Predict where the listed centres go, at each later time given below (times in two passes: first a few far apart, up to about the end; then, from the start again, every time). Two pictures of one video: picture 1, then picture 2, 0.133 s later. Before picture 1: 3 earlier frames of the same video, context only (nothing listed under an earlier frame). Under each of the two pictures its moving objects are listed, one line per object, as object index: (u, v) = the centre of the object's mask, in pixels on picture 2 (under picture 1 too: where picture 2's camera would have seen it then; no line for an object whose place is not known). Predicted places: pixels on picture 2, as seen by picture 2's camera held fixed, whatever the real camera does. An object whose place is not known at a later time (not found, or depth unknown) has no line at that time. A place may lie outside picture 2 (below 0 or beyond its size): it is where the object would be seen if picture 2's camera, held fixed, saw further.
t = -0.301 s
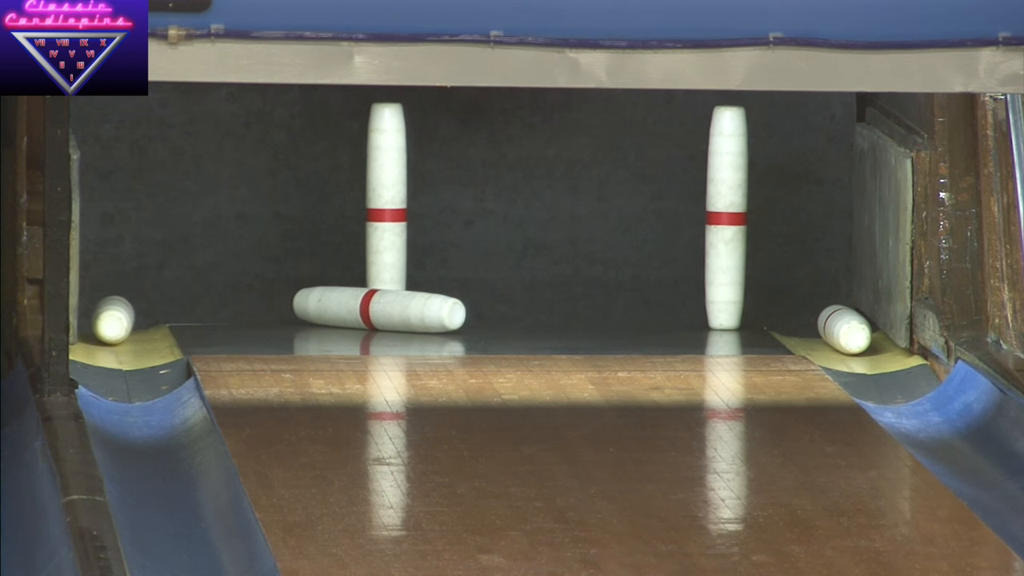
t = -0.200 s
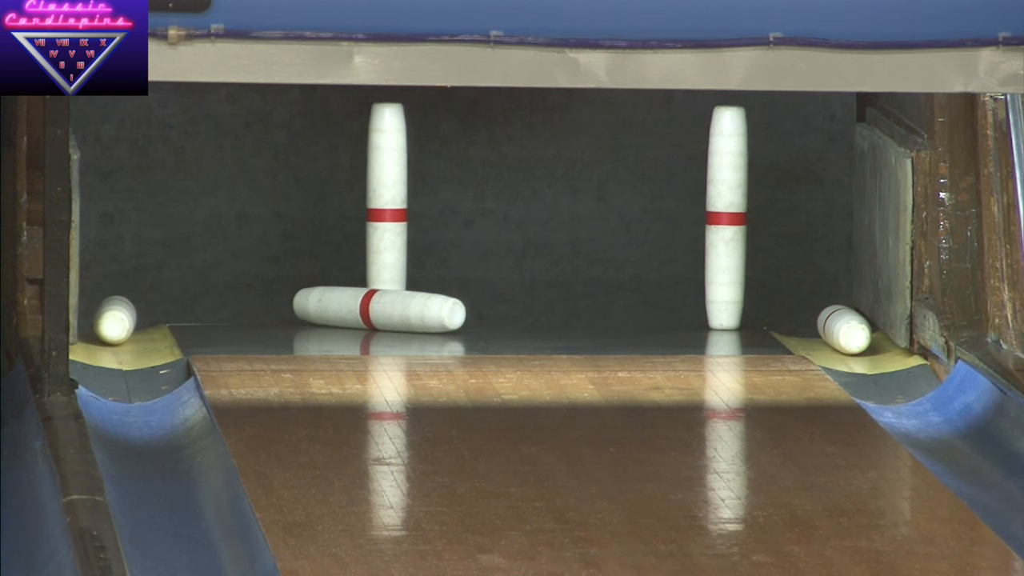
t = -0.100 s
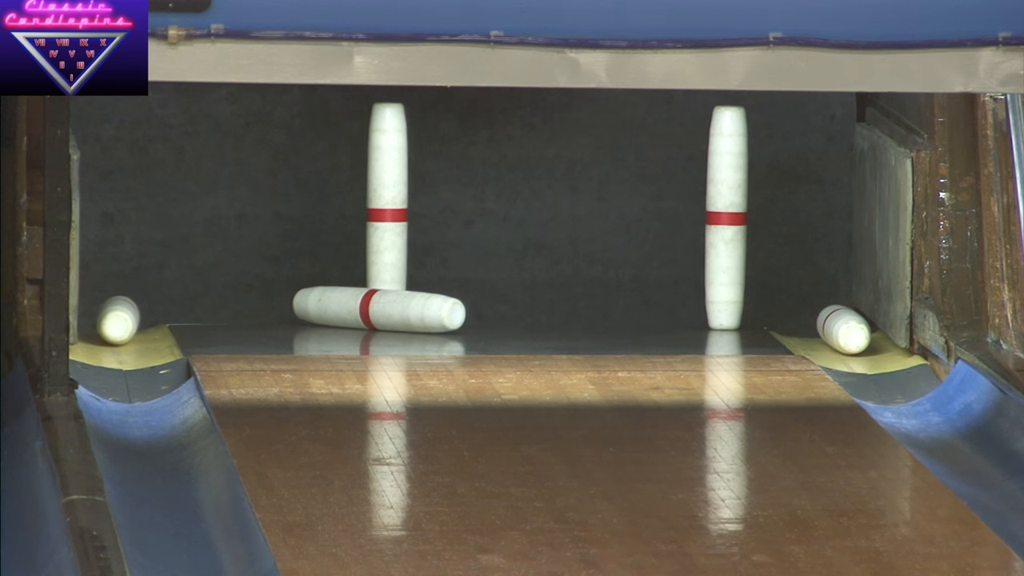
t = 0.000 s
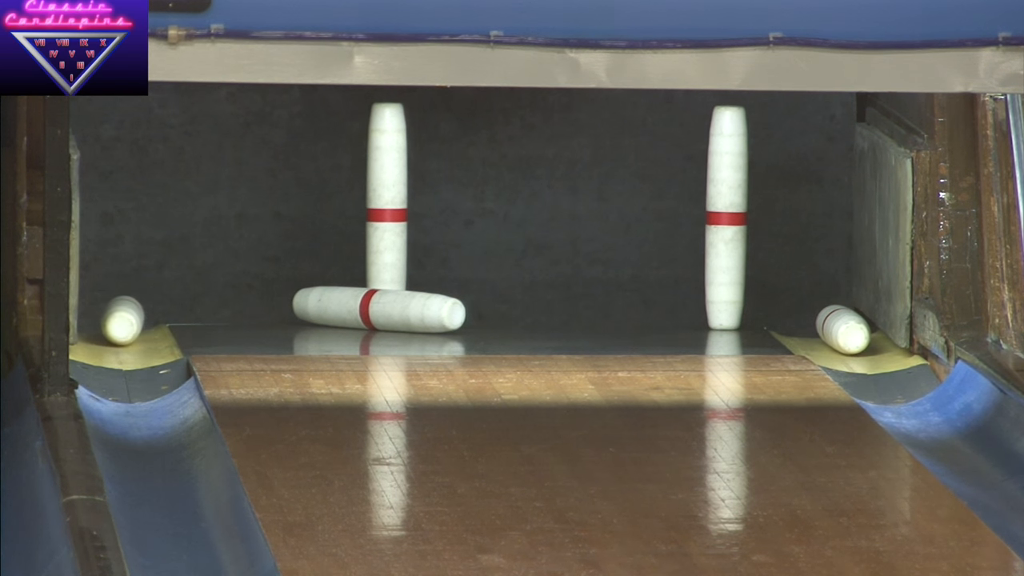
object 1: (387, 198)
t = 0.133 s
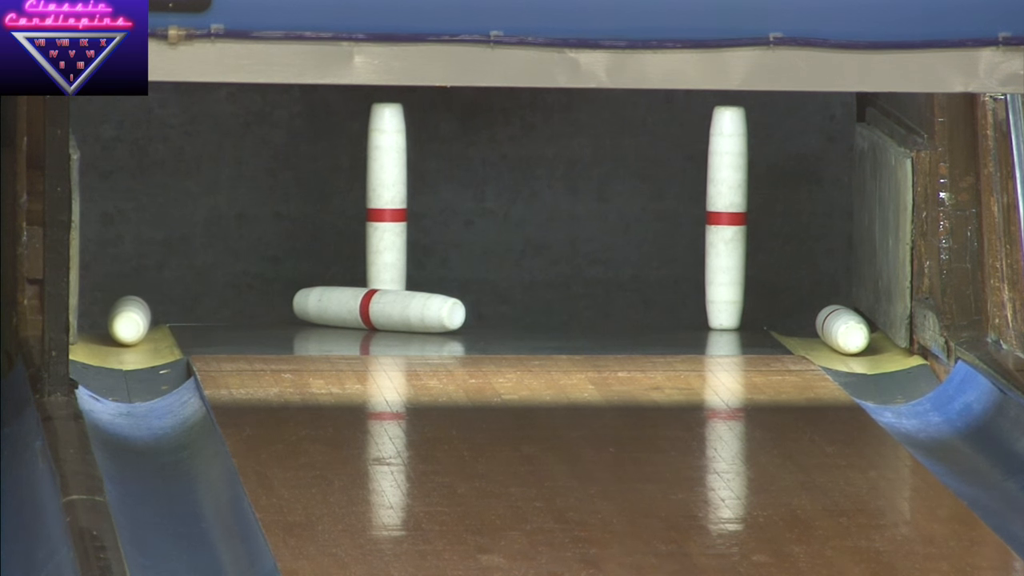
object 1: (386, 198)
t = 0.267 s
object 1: (386, 198)
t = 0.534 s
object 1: (387, 198)
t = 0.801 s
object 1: (386, 198)
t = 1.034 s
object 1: (406, 202)
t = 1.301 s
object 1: (515, 258)
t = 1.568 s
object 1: (509, 265)
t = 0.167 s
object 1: (386, 198)
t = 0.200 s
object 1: (386, 198)
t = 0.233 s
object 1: (386, 198)
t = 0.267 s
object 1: (386, 198)
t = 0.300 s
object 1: (386, 198)
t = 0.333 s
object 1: (387, 198)
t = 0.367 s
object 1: (387, 198)
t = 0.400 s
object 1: (387, 198)
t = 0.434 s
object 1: (387, 198)
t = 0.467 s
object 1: (387, 198)
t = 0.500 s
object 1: (387, 198)
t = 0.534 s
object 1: (387, 198)
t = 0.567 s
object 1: (387, 198)
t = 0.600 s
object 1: (387, 198)
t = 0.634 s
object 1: (386, 198)
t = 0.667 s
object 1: (386, 198)
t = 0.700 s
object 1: (386, 198)
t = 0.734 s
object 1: (386, 198)
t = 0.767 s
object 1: (386, 198)
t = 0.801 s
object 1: (386, 198)
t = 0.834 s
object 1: (387, 198)
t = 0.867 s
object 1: (387, 198)
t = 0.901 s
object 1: (387, 198)
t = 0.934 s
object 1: (387, 196)
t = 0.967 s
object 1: (387, 193)
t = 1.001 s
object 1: (391, 198)
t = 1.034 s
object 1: (406, 202)
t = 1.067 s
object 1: (418, 211)
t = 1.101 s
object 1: (438, 223)
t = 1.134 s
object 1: (456, 225)
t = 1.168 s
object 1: (467, 236)
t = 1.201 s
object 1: (481, 272)
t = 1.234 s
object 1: (508, 264)
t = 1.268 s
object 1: (511, 262)
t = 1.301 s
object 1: (515, 258)
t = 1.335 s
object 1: (519, 257)
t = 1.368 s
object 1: (523, 260)
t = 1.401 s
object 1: (524, 264)
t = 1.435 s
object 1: (524, 268)
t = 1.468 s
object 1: (522, 266)
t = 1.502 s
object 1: (519, 265)
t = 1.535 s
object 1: (515, 266)
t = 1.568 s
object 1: (509, 265)
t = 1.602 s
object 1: (503, 265)
